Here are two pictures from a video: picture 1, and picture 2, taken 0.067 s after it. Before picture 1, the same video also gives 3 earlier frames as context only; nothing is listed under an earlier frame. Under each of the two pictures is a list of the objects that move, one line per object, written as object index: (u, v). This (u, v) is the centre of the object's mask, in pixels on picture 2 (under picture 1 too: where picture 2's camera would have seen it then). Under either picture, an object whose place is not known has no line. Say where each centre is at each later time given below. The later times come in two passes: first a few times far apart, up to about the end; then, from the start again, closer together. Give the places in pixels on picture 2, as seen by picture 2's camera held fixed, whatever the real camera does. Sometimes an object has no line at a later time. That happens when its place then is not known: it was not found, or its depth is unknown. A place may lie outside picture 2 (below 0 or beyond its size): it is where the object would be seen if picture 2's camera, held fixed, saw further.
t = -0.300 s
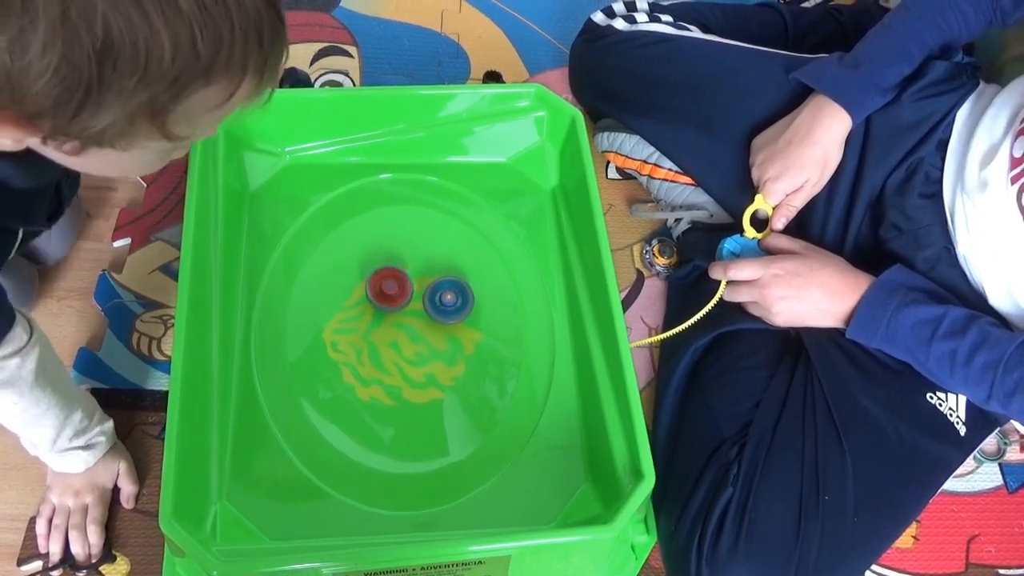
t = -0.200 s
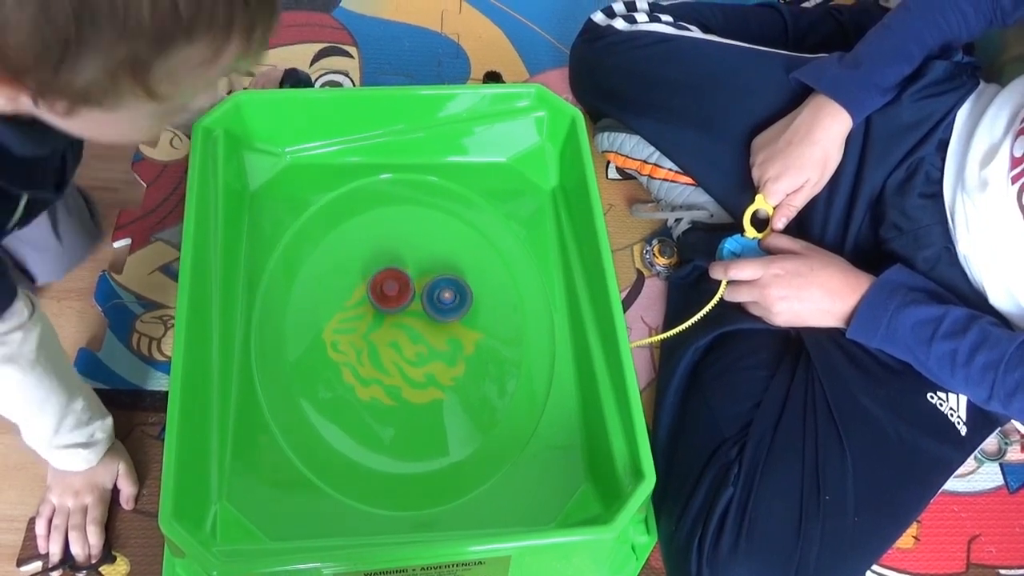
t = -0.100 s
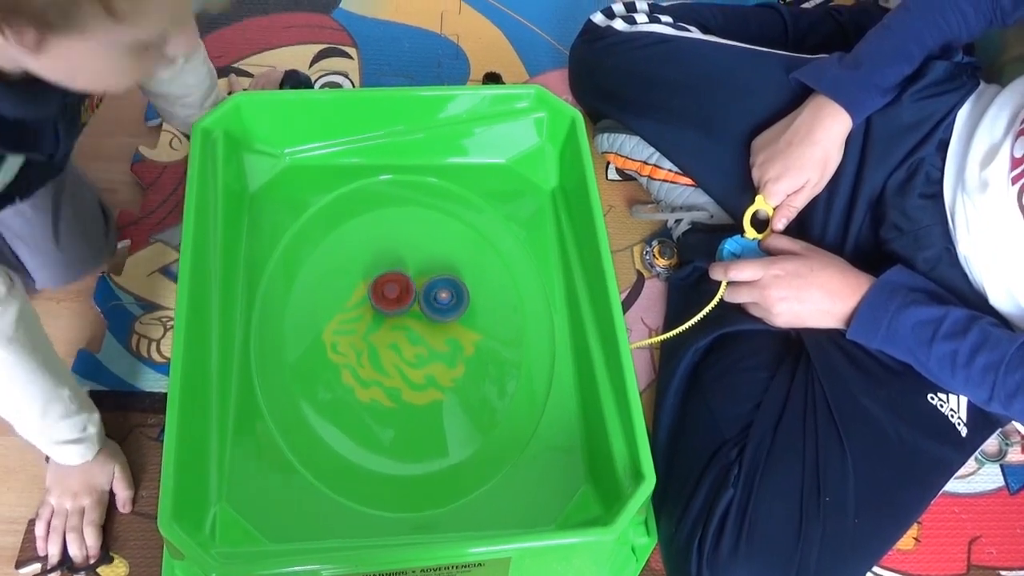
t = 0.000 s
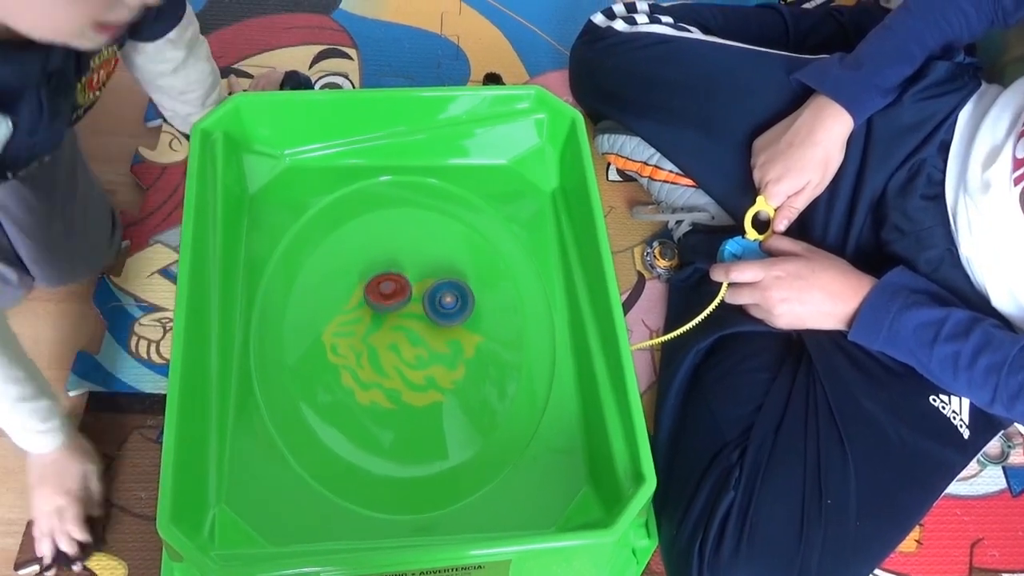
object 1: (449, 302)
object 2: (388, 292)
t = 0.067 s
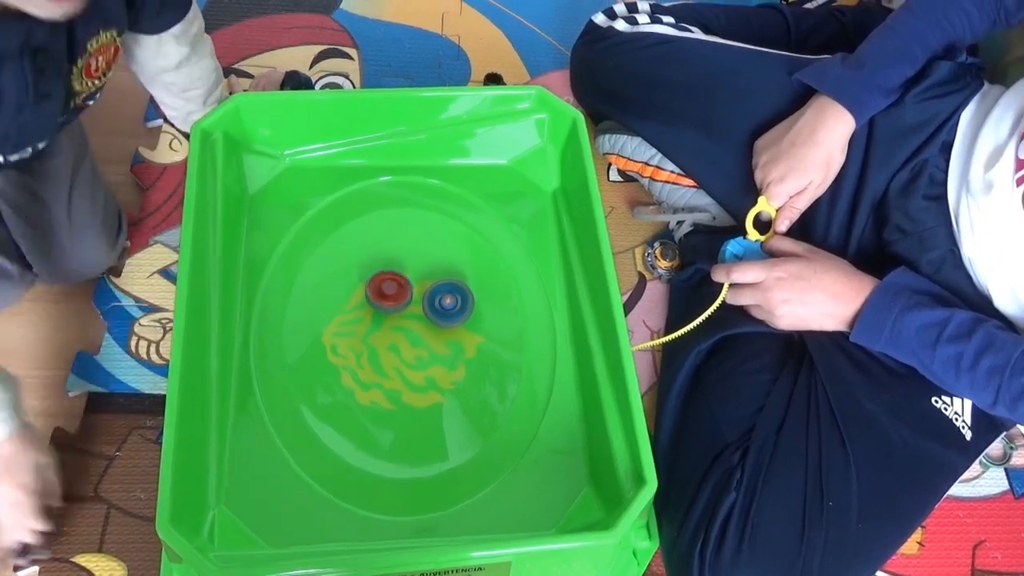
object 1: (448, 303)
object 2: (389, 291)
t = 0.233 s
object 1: (444, 307)
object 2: (385, 289)
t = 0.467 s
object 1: (442, 314)
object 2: (384, 289)
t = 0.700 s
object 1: (437, 318)
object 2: (386, 293)
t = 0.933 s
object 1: (435, 315)
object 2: (382, 297)
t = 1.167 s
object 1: (440, 309)
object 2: (380, 294)
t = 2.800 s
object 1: (448, 314)
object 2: (384, 291)
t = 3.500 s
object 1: (452, 321)
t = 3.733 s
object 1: (452, 321)
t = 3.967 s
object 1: (453, 319)
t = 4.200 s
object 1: (451, 316)
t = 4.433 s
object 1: (450, 313)
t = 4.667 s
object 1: (448, 311)
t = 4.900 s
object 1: (447, 310)
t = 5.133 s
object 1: (446, 308)
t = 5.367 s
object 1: (445, 306)
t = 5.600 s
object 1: (448, 307)
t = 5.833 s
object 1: (448, 310)
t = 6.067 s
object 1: (446, 316)
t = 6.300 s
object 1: (441, 320)
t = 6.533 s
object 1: (440, 319)
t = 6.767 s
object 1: (445, 315)
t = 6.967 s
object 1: (451, 312)
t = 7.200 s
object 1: (449, 310)
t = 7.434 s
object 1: (446, 313)
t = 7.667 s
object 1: (443, 317)
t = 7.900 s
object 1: (443, 317)
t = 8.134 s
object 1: (447, 314)
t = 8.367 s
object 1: (451, 310)
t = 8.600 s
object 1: (448, 308)
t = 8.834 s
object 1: (446, 311)
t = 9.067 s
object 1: (445, 315)
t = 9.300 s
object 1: (444, 316)
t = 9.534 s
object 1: (449, 316)
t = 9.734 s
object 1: (451, 314)
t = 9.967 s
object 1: (449, 314)
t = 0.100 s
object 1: (447, 303)
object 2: (386, 291)
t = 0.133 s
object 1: (446, 304)
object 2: (387, 289)
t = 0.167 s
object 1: (446, 305)
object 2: (386, 290)
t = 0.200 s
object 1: (445, 305)
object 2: (385, 290)
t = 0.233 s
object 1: (444, 307)
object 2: (385, 289)
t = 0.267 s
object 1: (444, 307)
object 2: (384, 289)
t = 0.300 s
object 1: (444, 309)
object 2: (383, 288)
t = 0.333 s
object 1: (444, 310)
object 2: (384, 288)
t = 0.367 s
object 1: (443, 311)
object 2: (383, 289)
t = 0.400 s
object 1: (443, 312)
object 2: (383, 288)
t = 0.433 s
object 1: (443, 313)
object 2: (385, 288)
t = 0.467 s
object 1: (442, 314)
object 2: (384, 289)
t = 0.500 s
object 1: (441, 315)
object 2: (385, 289)
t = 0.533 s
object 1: (441, 316)
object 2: (386, 290)
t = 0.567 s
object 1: (440, 316)
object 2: (385, 291)
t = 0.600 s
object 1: (439, 317)
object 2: (386, 292)
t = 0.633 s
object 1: (439, 318)
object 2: (386, 293)
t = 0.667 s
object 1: (438, 318)
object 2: (385, 293)
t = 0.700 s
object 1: (437, 318)
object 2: (386, 293)
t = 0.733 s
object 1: (436, 318)
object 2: (386, 295)
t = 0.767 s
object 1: (436, 318)
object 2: (385, 295)
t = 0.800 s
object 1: (435, 318)
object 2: (386, 296)
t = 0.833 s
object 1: (435, 318)
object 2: (384, 297)
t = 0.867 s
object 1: (435, 317)
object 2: (384, 297)
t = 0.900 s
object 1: (435, 316)
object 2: (384, 297)
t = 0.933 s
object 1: (435, 315)
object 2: (382, 297)
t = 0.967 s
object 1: (435, 315)
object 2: (382, 296)
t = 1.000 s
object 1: (436, 314)
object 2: (382, 296)
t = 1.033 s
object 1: (437, 313)
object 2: (380, 296)
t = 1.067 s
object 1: (437, 312)
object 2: (381, 294)
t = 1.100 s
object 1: (438, 311)
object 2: (381, 295)
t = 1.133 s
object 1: (439, 310)
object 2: (379, 294)
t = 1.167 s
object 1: (440, 309)
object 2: (380, 294)
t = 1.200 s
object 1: (441, 308)
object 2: (380, 294)
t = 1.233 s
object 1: (442, 308)
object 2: (379, 293)
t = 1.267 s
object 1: (443, 307)
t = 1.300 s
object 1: (444, 306)
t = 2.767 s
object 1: (447, 314)
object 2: (382, 292)
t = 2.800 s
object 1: (448, 314)
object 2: (384, 291)
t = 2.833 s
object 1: (449, 314)
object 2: (384, 293)
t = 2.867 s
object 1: (449, 314)
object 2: (382, 292)
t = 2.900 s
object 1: (450, 315)
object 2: (383, 292)
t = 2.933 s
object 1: (450, 315)
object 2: (383, 293)
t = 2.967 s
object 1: (450, 315)
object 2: (383, 293)
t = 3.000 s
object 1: (450, 316)
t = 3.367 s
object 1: (452, 320)
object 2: (382, 296)
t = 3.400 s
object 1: (452, 320)
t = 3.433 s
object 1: (452, 320)
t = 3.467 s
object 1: (452, 320)
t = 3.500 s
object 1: (452, 321)
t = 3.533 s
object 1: (452, 321)
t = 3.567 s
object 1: (452, 321)
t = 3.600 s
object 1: (452, 322)
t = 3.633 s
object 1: (452, 322)
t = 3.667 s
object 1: (452, 322)
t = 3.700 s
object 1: (453, 322)
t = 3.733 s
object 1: (452, 321)
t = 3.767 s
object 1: (453, 321)
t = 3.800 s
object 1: (453, 321)
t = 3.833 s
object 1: (453, 320)
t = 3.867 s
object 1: (453, 320)
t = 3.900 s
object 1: (453, 319)
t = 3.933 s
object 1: (452, 319)
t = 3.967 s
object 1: (453, 319)
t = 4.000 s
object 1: (452, 318)
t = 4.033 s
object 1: (452, 318)
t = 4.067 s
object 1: (452, 317)
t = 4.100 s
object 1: (452, 317)
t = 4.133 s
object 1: (452, 316)
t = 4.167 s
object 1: (451, 316)
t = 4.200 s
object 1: (451, 316)
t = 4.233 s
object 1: (451, 315)
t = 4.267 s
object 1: (451, 315)
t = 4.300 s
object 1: (451, 314)
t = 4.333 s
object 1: (450, 314)
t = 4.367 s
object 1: (450, 314)
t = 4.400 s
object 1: (450, 313)
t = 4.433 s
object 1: (450, 313)
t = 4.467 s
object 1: (450, 312)
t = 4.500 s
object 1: (449, 312)
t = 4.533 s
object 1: (449, 312)
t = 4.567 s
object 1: (449, 311)
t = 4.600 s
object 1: (448, 311)
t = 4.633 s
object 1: (448, 311)
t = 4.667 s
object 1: (448, 311)
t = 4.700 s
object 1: (448, 311)
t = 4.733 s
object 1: (447, 310)
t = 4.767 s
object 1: (447, 311)
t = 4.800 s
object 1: (447, 310)
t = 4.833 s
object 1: (447, 310)
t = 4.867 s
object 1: (447, 310)
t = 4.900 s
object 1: (447, 310)
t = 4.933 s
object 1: (447, 310)
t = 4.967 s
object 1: (447, 310)
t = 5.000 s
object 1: (447, 309)
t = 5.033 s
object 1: (447, 309)
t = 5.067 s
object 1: (447, 309)
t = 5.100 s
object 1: (446, 309)
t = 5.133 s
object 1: (446, 308)
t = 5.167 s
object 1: (446, 308)
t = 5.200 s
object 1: (446, 308)
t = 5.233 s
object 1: (446, 307)
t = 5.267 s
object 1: (445, 307)
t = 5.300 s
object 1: (445, 307)
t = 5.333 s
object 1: (445, 306)
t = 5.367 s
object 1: (445, 306)
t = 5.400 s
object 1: (444, 305)
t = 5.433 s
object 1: (444, 306)
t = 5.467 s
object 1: (444, 306)
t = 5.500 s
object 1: (444, 306)
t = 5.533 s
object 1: (445, 306)
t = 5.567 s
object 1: (445, 306)
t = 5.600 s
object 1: (448, 307)
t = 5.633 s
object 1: (451, 308)
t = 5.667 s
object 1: (451, 309)
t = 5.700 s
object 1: (450, 309)
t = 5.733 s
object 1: (450, 309)
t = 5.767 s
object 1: (450, 309)
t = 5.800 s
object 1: (449, 310)
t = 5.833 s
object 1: (448, 310)
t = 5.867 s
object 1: (448, 311)
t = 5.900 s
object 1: (447, 312)
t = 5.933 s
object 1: (447, 312)
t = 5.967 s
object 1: (447, 313)
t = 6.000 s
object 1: (447, 314)
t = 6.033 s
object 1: (446, 315)
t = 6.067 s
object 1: (446, 316)
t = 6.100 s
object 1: (445, 317)
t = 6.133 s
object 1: (444, 318)
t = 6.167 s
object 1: (444, 318)
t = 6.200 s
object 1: (443, 319)
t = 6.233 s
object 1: (443, 319)
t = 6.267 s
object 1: (442, 320)
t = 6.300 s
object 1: (441, 320)
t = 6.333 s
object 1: (441, 320)
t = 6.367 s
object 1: (440, 320)
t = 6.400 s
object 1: (440, 320)
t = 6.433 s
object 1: (440, 320)
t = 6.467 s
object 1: (440, 320)
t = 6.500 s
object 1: (440, 319)
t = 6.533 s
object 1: (440, 319)
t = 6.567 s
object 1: (440, 319)
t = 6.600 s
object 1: (440, 318)
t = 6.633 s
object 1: (441, 318)
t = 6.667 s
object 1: (441, 317)
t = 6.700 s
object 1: (442, 317)
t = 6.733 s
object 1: (443, 316)
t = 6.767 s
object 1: (445, 315)
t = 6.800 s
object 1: (446, 315)
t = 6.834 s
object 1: (447, 315)
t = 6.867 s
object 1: (448, 314)
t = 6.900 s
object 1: (449, 314)
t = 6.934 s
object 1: (450, 313)
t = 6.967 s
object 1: (451, 312)
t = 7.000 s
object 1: (451, 312)
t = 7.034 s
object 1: (451, 311)
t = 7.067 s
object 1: (451, 311)
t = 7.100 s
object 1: (451, 310)
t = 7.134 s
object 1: (450, 310)
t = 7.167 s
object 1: (450, 310)
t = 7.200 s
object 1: (449, 310)
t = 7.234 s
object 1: (448, 310)
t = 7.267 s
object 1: (448, 310)
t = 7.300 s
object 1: (447, 311)
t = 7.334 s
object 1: (447, 311)
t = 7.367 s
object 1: (447, 312)
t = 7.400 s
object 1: (447, 312)
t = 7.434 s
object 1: (446, 313)
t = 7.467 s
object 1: (446, 314)
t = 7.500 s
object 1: (446, 315)
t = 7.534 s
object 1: (445, 316)
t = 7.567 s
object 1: (445, 316)
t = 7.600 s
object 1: (444, 317)
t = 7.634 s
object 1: (444, 317)
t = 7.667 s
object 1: (443, 317)
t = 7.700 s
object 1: (443, 317)
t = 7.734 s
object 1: (443, 317)
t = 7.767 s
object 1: (443, 318)
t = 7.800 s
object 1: (443, 318)
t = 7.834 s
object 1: (443, 318)
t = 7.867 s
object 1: (443, 317)
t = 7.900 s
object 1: (443, 317)
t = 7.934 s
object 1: (443, 317)
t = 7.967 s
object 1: (443, 316)
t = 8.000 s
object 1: (444, 316)
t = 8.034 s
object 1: (444, 315)
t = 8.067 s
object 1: (445, 315)
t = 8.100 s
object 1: (446, 314)
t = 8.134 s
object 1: (447, 314)
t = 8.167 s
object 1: (448, 313)
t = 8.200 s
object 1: (448, 313)
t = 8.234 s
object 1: (450, 312)
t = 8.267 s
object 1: (450, 312)
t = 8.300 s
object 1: (451, 311)
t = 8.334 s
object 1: (451, 310)
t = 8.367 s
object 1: (451, 310)
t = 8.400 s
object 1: (450, 309)
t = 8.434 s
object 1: (450, 309)
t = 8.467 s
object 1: (450, 308)
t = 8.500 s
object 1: (449, 308)
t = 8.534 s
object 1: (449, 308)
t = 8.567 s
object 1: (448, 308)
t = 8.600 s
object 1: (448, 308)
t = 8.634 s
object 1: (447, 308)
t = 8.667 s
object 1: (446, 308)
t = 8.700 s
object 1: (446, 308)
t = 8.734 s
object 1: (445, 309)
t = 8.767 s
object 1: (446, 310)
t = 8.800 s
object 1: (446, 311)
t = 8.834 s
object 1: (446, 311)
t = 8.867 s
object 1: (446, 312)
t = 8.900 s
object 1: (446, 313)
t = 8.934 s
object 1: (446, 313)
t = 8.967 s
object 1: (446, 314)
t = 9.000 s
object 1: (445, 315)
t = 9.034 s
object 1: (445, 315)
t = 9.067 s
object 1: (445, 315)
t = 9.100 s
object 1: (445, 316)
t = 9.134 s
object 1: (445, 316)
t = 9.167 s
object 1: (444, 316)
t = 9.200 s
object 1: (445, 316)
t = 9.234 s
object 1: (444, 316)
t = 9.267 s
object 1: (445, 317)
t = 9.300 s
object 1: (444, 316)
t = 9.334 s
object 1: (444, 316)
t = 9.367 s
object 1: (445, 316)
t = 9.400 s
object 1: (446, 316)
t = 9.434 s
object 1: (447, 316)
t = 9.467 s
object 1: (448, 316)
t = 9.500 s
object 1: (449, 316)
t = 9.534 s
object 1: (449, 316)
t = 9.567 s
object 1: (450, 316)
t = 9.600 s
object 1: (450, 316)
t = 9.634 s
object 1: (451, 315)
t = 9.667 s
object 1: (451, 315)
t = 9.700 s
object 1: (451, 315)
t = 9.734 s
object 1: (451, 314)
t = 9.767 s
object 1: (451, 314)
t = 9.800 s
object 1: (451, 313)
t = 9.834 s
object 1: (451, 314)
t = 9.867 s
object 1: (450, 313)
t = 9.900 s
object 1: (450, 313)
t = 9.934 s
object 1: (450, 313)
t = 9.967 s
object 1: (449, 314)
